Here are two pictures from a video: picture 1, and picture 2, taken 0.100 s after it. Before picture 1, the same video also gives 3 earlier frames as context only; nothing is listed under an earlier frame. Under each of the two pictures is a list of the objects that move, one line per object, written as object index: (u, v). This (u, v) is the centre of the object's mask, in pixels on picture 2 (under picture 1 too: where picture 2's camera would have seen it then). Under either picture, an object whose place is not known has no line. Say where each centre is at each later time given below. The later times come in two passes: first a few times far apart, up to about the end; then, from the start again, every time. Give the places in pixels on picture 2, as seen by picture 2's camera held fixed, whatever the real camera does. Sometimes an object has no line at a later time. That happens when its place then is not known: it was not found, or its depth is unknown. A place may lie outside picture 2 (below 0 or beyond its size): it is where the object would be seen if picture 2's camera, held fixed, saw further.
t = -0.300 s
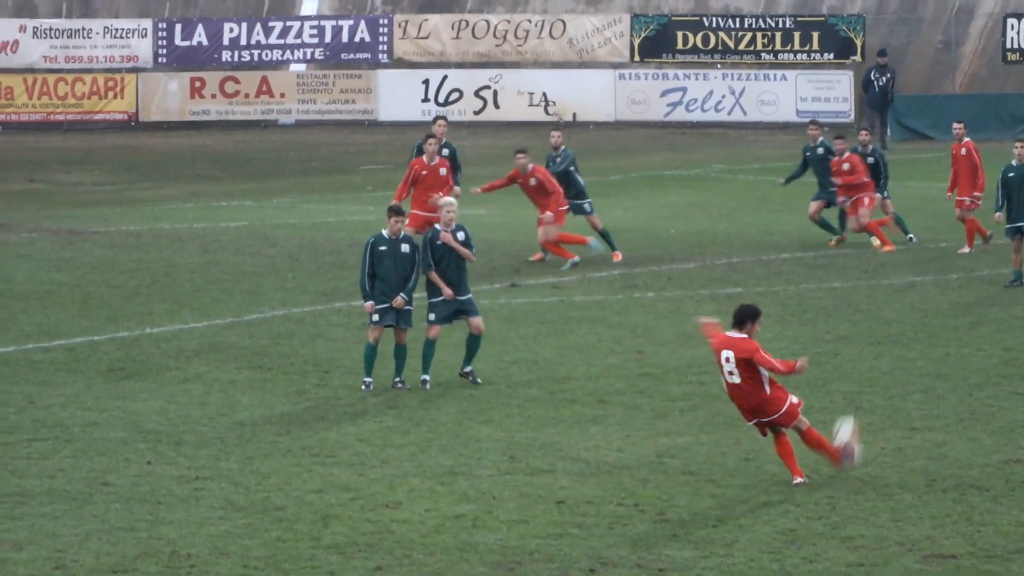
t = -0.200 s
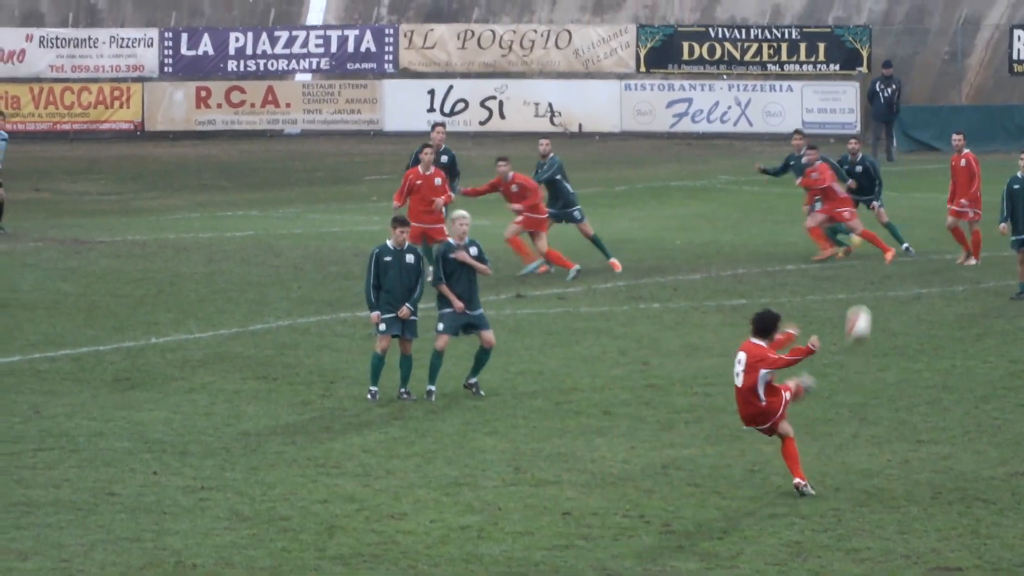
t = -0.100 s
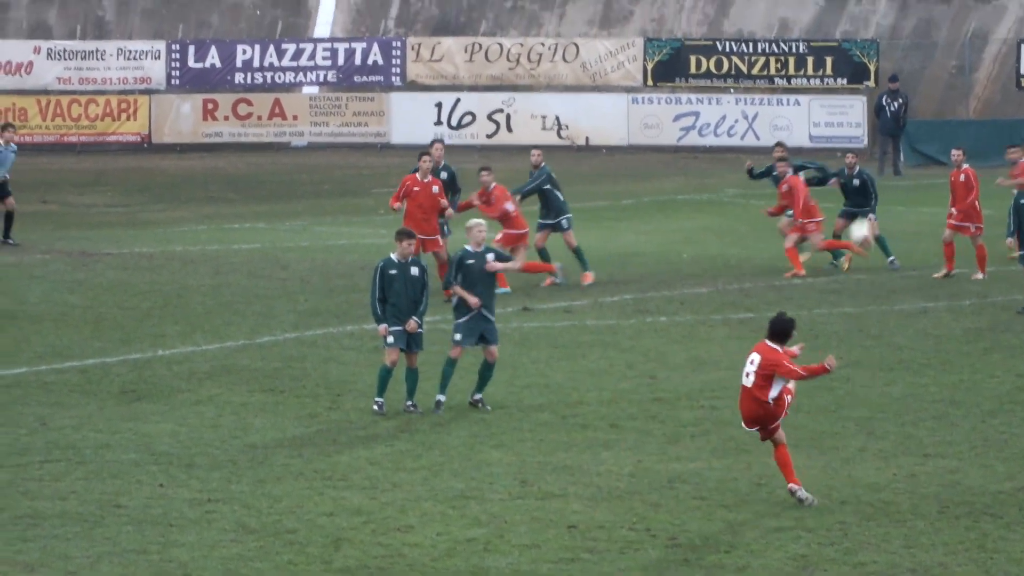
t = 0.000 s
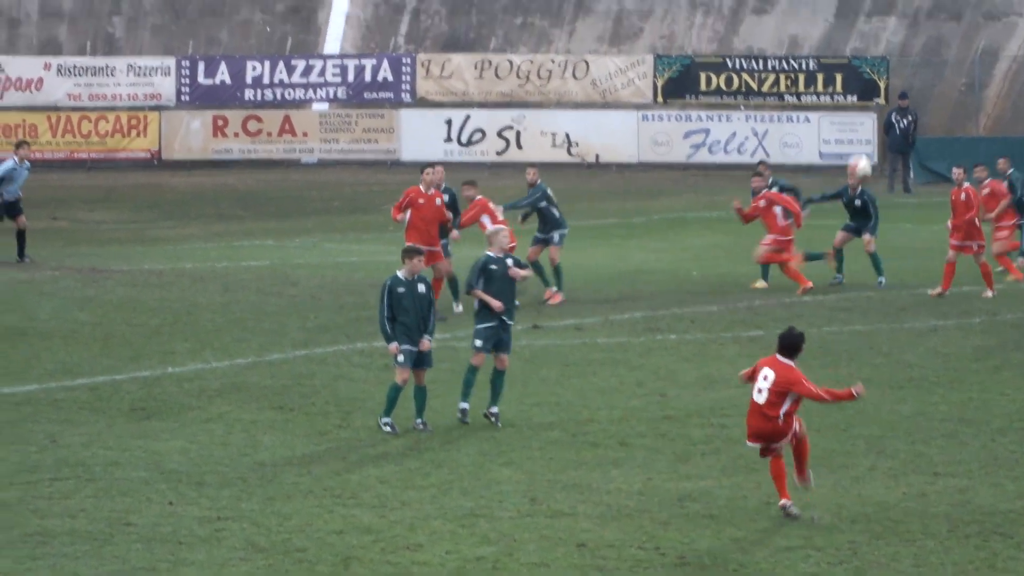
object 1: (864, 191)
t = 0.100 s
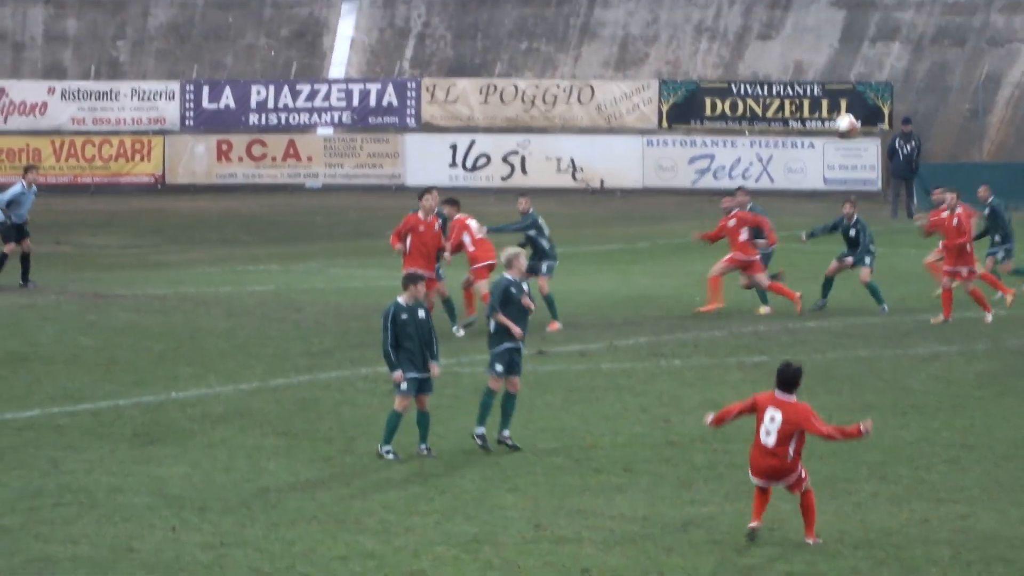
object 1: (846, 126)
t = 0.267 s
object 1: (810, 46)
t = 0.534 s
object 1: (738, -18)
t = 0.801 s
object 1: (653, -11)
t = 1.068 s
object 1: (564, 53)
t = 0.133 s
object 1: (840, 106)
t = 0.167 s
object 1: (834, 89)
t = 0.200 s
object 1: (826, 72)
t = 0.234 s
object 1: (817, 59)
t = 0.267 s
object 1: (810, 46)
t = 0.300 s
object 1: (802, 33)
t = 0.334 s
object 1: (793, 22)
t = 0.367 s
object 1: (784, 12)
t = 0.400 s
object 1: (777, 3)
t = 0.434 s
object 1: (767, -3)
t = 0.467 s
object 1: (758, -10)
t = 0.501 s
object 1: (747, -14)
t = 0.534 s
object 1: (738, -18)
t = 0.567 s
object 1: (727, -20)
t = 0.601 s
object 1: (717, -22)
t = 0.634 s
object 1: (707, -22)
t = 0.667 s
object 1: (697, -22)
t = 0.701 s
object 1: (686, -21)
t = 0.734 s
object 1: (674, -18)
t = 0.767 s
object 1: (663, -15)
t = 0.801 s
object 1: (653, -11)
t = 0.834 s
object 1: (643, -6)
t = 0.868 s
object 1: (631, 1)
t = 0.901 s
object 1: (620, 7)
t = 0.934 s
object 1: (609, 15)
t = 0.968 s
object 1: (599, 23)
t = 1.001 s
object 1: (588, 32)
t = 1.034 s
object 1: (575, 42)
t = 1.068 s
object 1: (564, 53)
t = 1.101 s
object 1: (554, 64)
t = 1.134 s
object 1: (543, 75)
